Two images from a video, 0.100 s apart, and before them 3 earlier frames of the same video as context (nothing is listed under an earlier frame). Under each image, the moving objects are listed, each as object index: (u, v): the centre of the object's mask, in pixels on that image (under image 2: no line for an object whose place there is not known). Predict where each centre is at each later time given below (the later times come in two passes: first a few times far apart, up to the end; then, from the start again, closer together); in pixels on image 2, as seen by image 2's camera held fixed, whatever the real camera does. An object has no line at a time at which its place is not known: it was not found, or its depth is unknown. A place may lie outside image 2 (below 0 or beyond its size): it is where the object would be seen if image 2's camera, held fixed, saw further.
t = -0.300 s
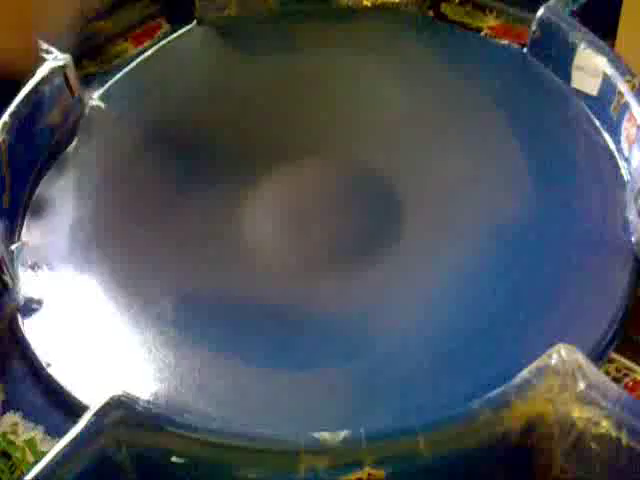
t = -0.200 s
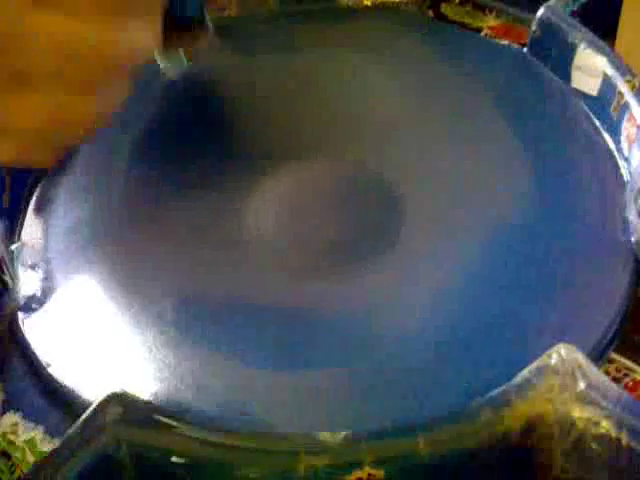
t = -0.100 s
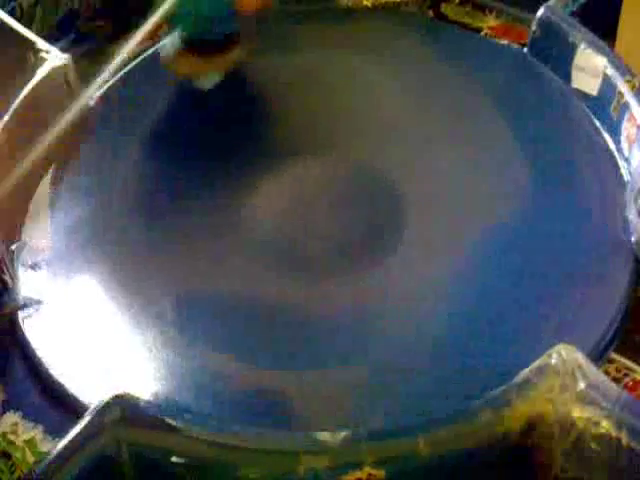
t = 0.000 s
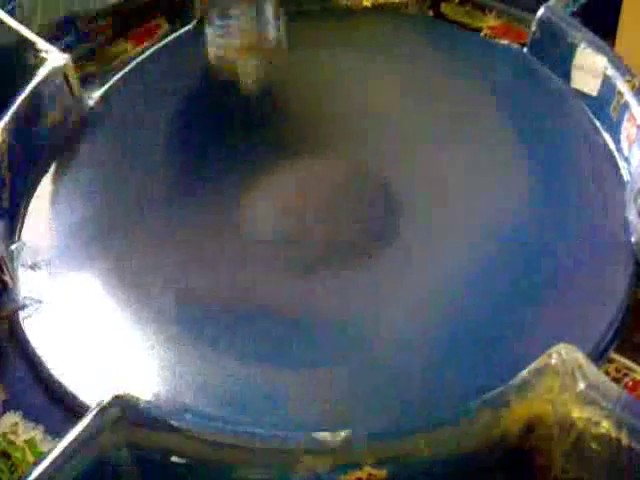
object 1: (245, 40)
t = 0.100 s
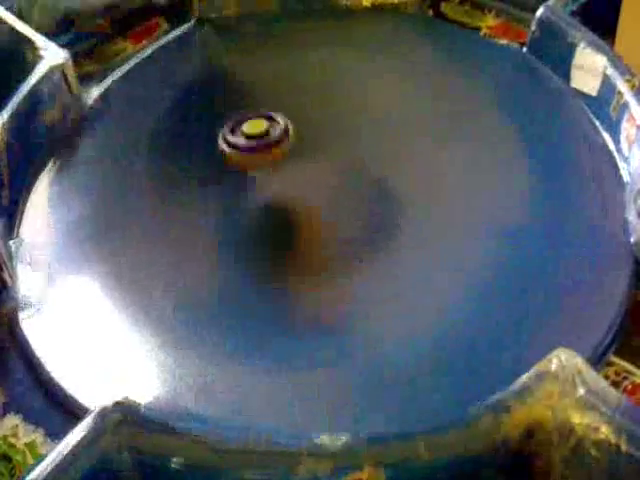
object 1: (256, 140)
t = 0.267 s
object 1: (255, 179)
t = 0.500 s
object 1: (229, 204)
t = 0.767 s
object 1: (245, 226)
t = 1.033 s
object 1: (258, 222)
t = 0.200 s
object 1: (256, 167)
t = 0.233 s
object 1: (256, 174)
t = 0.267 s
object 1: (255, 179)
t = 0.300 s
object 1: (251, 186)
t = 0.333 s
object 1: (248, 190)
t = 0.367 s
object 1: (243, 192)
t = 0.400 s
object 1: (239, 195)
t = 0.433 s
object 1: (234, 198)
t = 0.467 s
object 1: (231, 200)
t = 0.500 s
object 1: (229, 204)
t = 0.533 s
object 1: (229, 207)
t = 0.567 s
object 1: (229, 210)
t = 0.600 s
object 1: (230, 214)
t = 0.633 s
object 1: (233, 216)
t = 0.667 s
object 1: (236, 219)
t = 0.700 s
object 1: (239, 222)
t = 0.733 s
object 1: (243, 224)
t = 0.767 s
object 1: (245, 226)
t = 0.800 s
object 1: (248, 227)
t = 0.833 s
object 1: (250, 228)
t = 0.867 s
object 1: (253, 229)
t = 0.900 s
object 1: (256, 229)
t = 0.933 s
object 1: (258, 228)
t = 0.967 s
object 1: (258, 227)
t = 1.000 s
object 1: (259, 225)
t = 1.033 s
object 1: (258, 222)
